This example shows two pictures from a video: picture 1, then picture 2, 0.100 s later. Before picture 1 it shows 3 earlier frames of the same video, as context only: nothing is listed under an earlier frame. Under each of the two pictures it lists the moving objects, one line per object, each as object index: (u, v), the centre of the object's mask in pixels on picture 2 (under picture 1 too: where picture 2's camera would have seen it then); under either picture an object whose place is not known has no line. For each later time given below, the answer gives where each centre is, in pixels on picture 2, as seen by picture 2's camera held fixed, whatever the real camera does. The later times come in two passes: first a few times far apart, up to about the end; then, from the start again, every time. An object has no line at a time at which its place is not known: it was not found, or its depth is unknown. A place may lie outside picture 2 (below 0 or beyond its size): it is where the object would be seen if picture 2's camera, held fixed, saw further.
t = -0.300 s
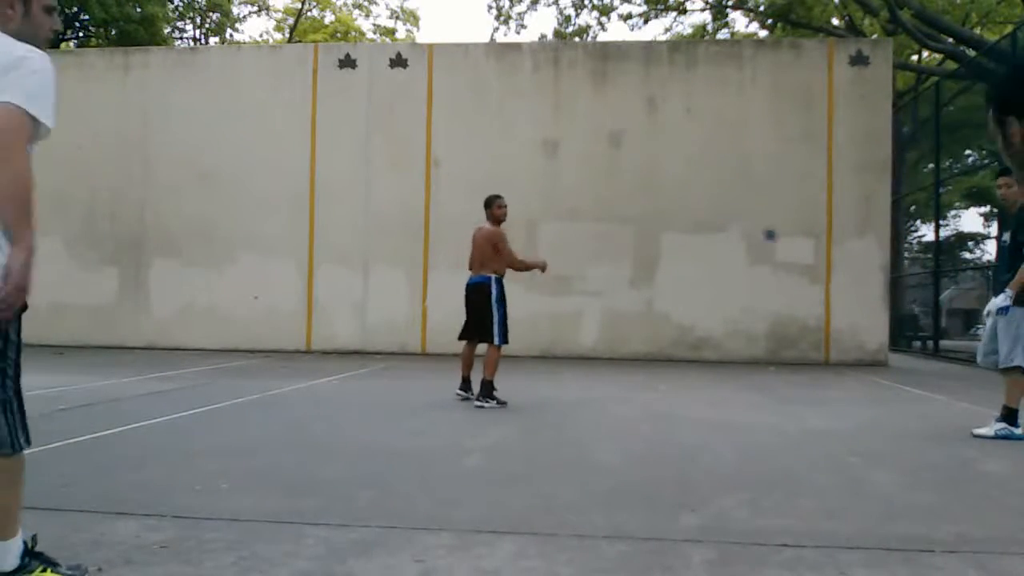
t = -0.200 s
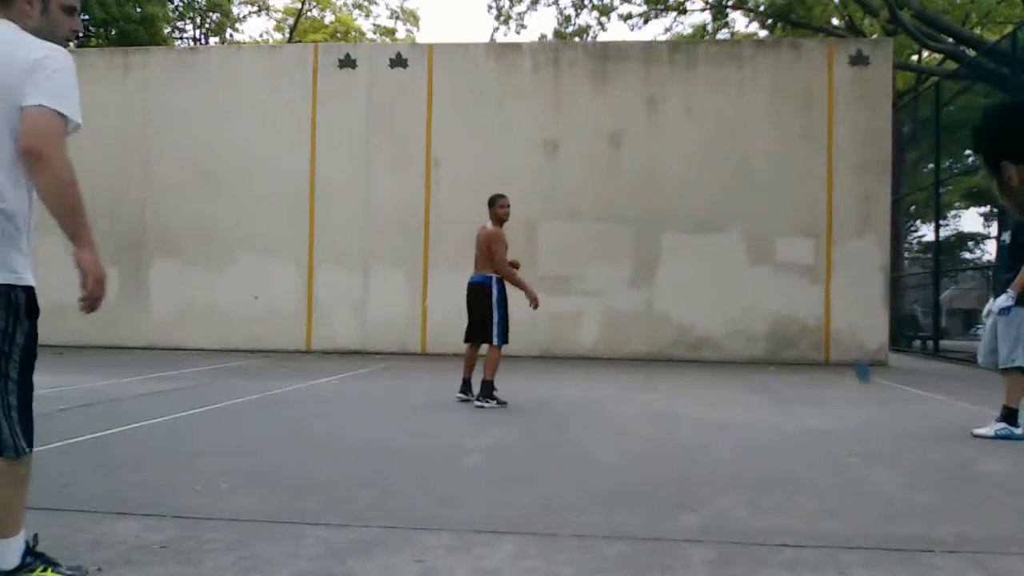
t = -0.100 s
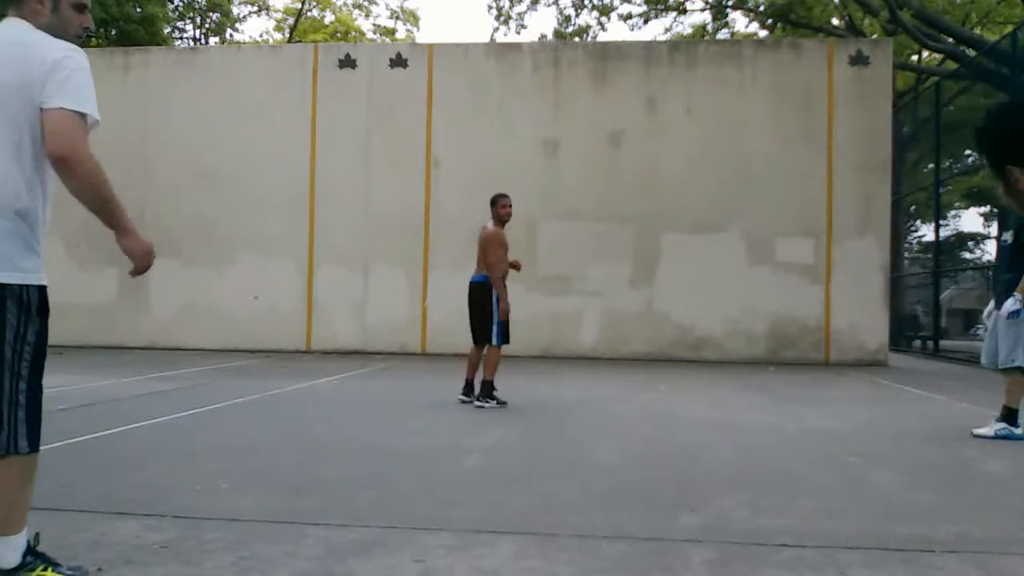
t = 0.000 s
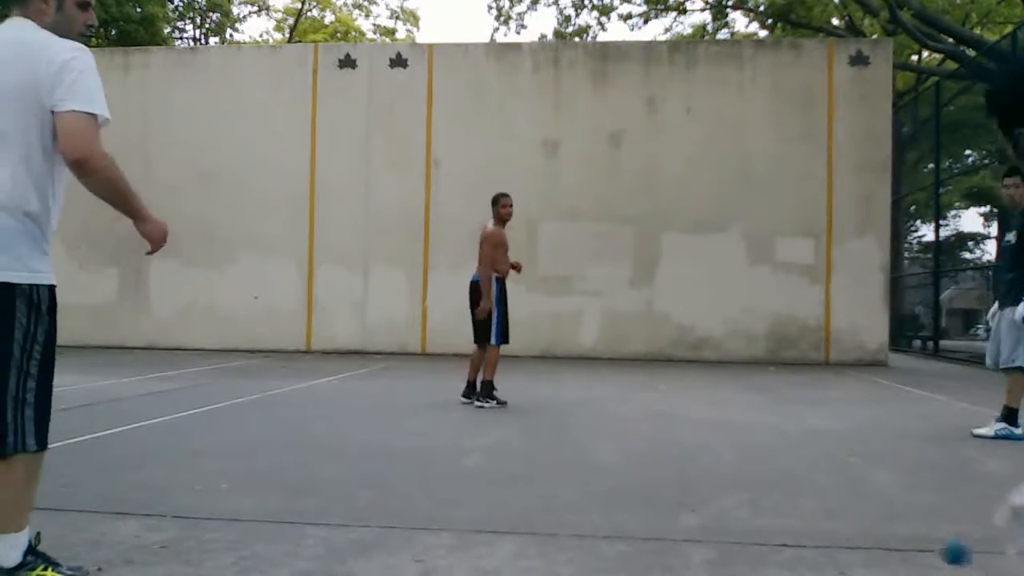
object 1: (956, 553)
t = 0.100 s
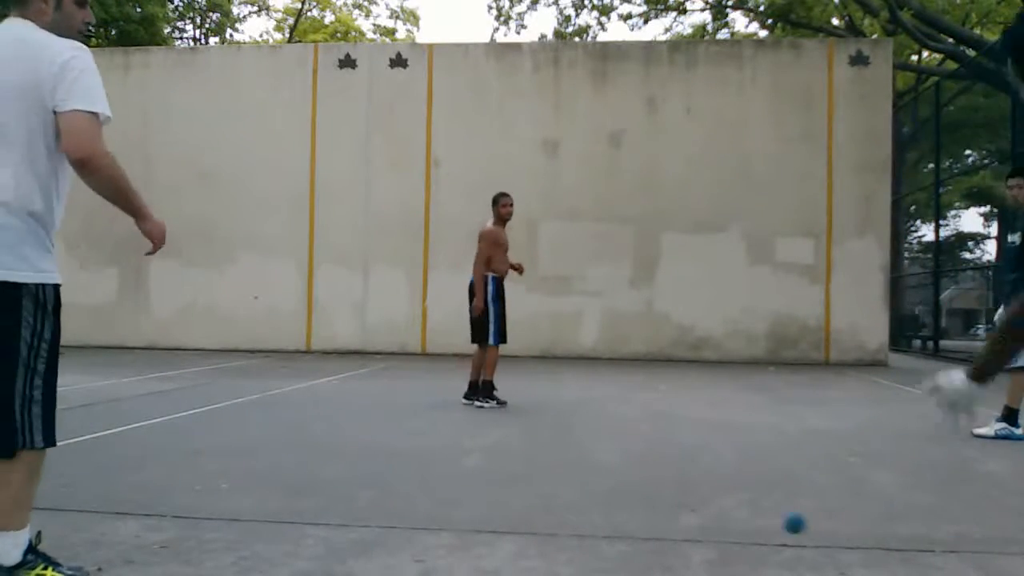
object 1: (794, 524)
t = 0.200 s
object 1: (679, 532)
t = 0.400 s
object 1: (601, 461)
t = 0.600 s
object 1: (557, 469)
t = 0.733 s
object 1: (536, 444)
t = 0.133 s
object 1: (751, 523)
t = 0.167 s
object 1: (713, 526)
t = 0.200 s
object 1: (679, 532)
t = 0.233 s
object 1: (648, 541)
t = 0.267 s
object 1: (637, 519)
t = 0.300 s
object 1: (627, 499)
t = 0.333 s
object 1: (619, 482)
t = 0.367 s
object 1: (610, 470)
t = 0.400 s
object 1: (601, 461)
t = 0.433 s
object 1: (594, 456)
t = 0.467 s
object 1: (585, 453)
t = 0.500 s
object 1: (578, 454)
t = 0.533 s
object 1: (571, 456)
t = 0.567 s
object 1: (564, 461)
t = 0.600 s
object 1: (557, 469)
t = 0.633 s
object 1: (550, 480)
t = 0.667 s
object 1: (545, 469)
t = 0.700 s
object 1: (540, 455)
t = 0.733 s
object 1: (536, 444)
